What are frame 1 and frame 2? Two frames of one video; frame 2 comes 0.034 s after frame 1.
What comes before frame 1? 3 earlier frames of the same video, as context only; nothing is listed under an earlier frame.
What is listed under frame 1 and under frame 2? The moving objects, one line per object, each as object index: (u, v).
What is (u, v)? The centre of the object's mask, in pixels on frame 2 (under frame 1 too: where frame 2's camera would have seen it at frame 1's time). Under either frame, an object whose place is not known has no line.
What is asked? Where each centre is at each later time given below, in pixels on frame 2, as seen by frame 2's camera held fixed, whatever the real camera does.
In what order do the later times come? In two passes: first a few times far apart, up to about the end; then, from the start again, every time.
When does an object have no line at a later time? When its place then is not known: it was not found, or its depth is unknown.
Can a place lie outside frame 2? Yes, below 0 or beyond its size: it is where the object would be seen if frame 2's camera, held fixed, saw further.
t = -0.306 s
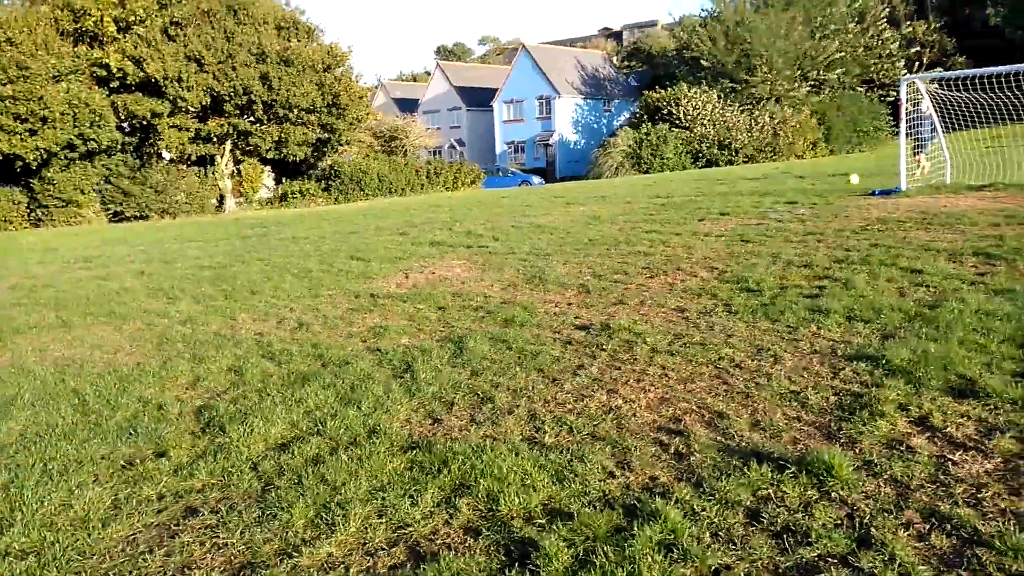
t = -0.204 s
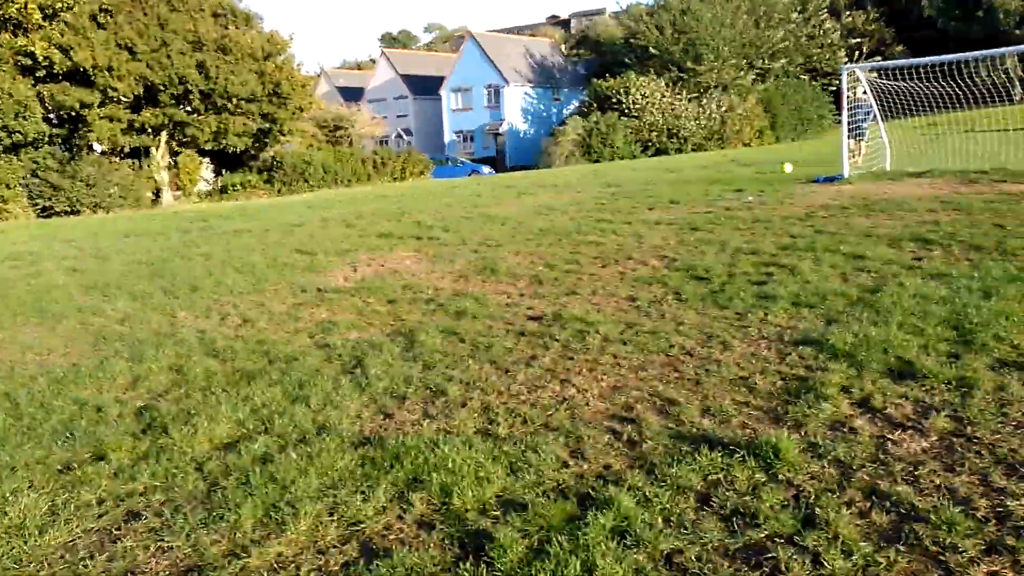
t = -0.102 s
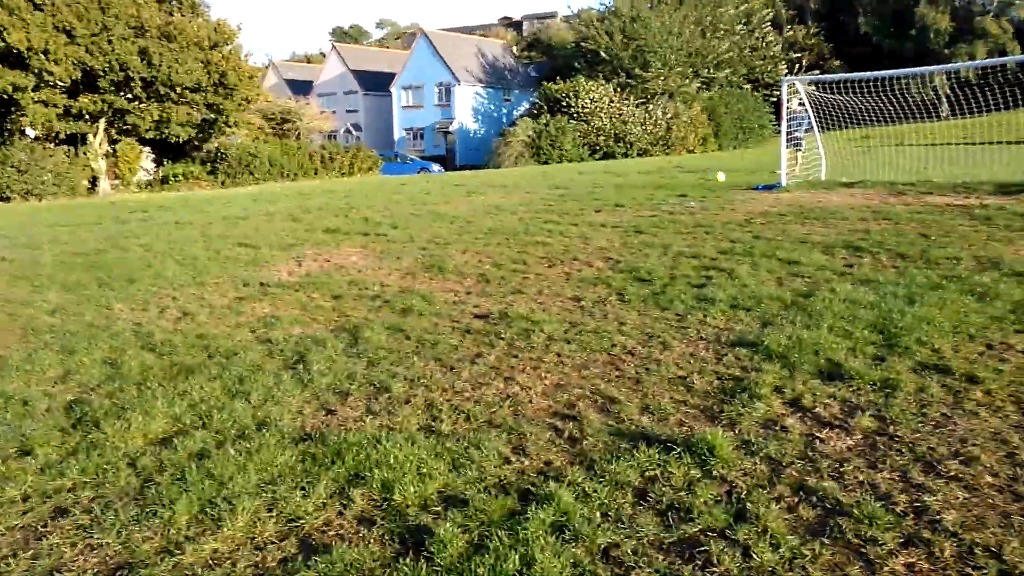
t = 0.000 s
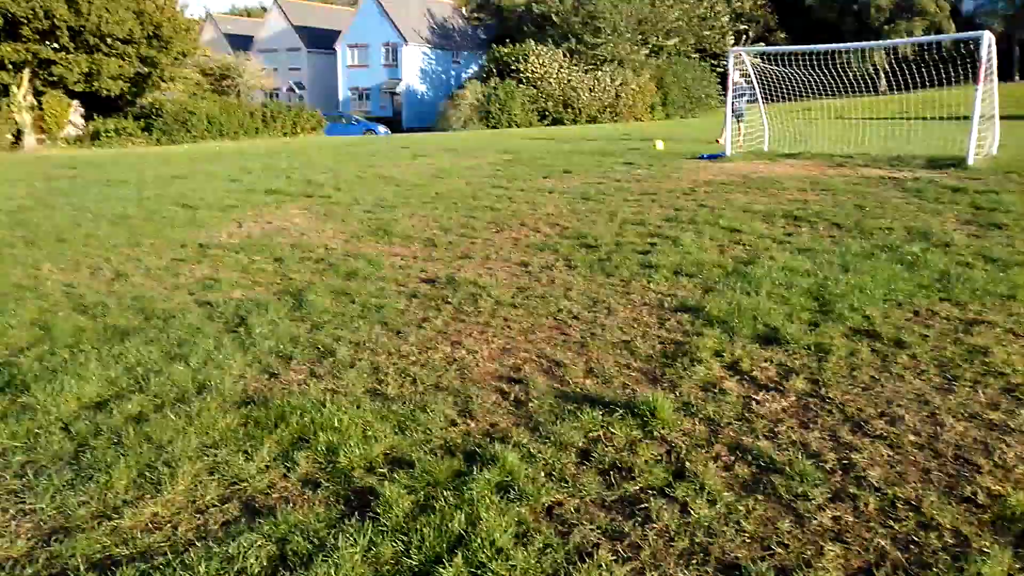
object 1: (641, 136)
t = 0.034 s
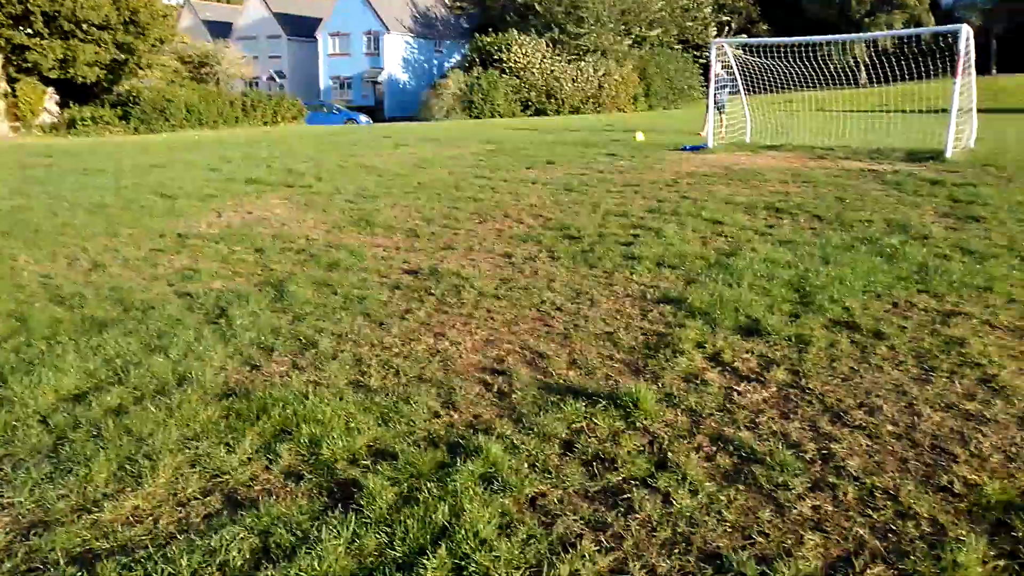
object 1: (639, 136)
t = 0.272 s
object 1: (621, 139)
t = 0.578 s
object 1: (598, 141)
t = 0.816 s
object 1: (580, 141)
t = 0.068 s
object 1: (636, 137)
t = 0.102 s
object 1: (634, 137)
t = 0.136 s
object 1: (631, 137)
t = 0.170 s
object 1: (628, 138)
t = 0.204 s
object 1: (625, 138)
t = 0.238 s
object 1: (623, 139)
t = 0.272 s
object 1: (621, 139)
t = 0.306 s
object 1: (618, 139)
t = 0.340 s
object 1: (616, 139)
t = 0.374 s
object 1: (612, 139)
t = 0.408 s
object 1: (609, 139)
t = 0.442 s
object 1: (607, 139)
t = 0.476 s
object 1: (606, 139)
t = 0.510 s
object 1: (605, 140)
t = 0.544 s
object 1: (601, 140)
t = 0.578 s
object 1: (598, 141)
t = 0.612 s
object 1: (595, 141)
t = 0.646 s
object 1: (593, 141)
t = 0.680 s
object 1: (591, 141)
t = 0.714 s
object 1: (588, 142)
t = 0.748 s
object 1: (586, 142)
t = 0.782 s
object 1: (584, 141)
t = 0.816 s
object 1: (580, 141)
